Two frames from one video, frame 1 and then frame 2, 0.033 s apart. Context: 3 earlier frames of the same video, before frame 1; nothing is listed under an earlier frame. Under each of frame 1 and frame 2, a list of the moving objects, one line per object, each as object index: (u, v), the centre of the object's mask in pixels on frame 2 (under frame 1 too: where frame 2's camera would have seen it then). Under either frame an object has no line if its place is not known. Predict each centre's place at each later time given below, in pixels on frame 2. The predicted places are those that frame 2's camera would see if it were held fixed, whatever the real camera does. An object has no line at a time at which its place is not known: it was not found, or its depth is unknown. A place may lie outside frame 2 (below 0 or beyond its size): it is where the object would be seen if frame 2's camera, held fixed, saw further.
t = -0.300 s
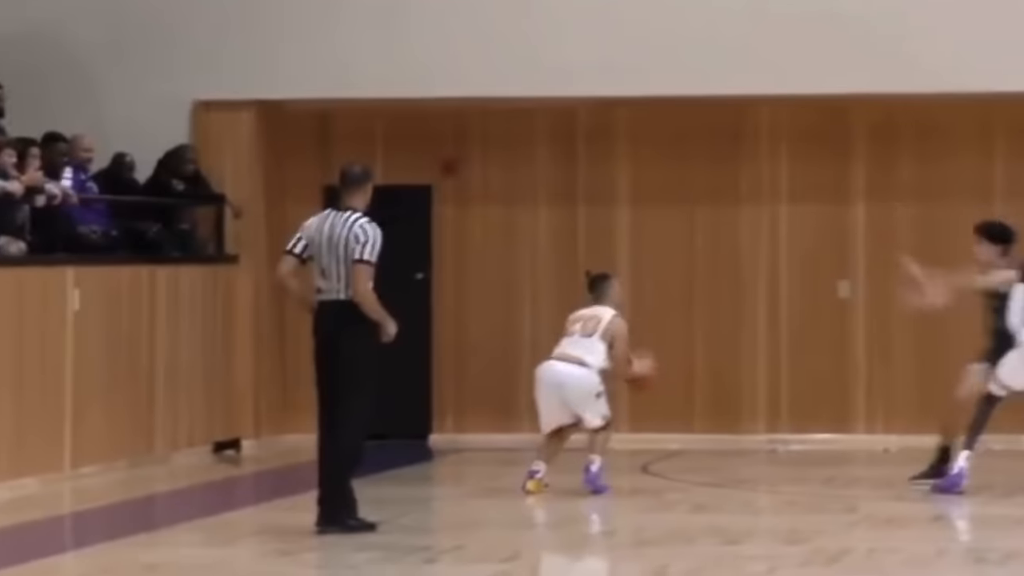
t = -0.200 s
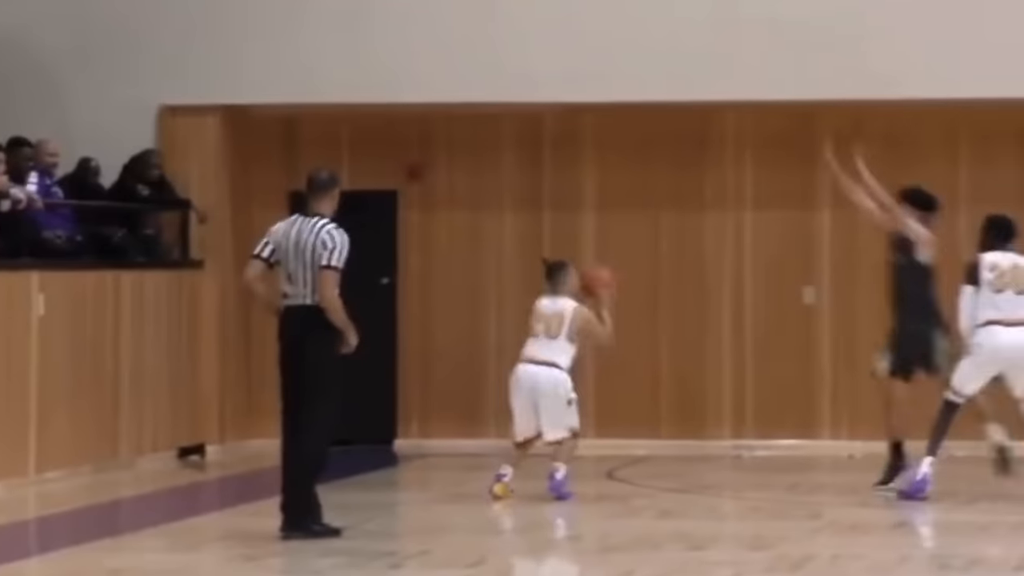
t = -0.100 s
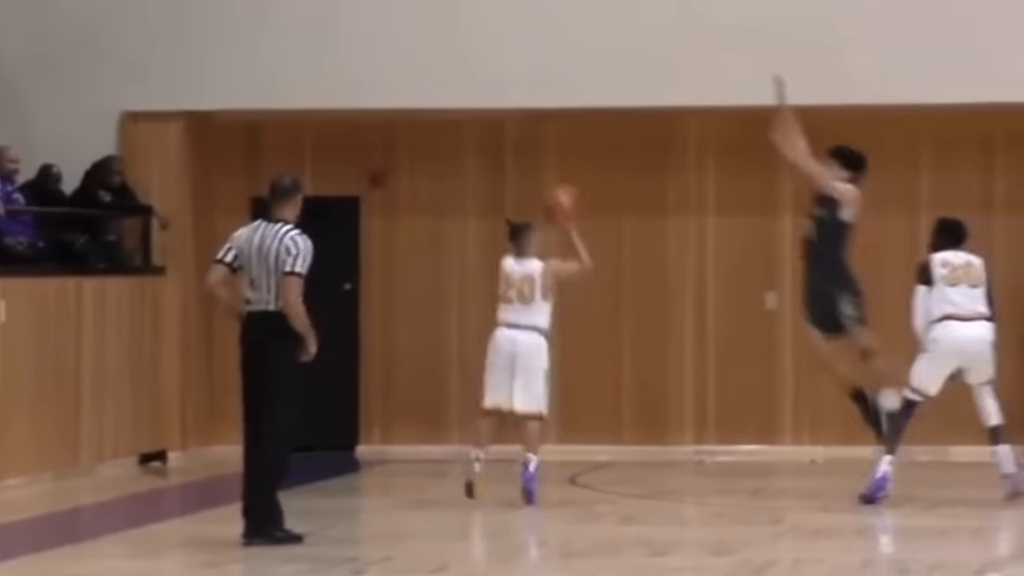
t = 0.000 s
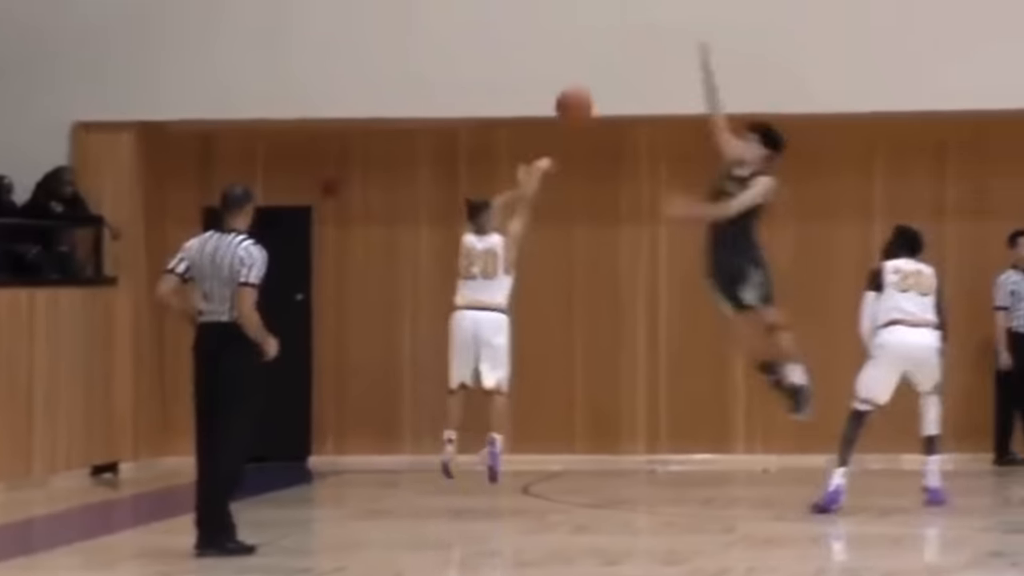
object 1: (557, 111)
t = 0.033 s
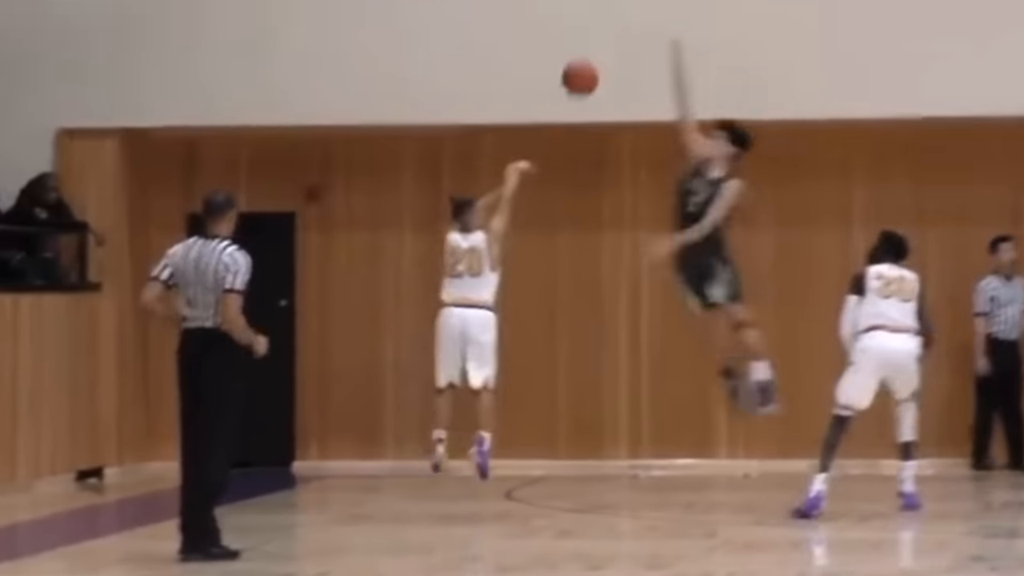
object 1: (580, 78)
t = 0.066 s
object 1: (603, 44)
